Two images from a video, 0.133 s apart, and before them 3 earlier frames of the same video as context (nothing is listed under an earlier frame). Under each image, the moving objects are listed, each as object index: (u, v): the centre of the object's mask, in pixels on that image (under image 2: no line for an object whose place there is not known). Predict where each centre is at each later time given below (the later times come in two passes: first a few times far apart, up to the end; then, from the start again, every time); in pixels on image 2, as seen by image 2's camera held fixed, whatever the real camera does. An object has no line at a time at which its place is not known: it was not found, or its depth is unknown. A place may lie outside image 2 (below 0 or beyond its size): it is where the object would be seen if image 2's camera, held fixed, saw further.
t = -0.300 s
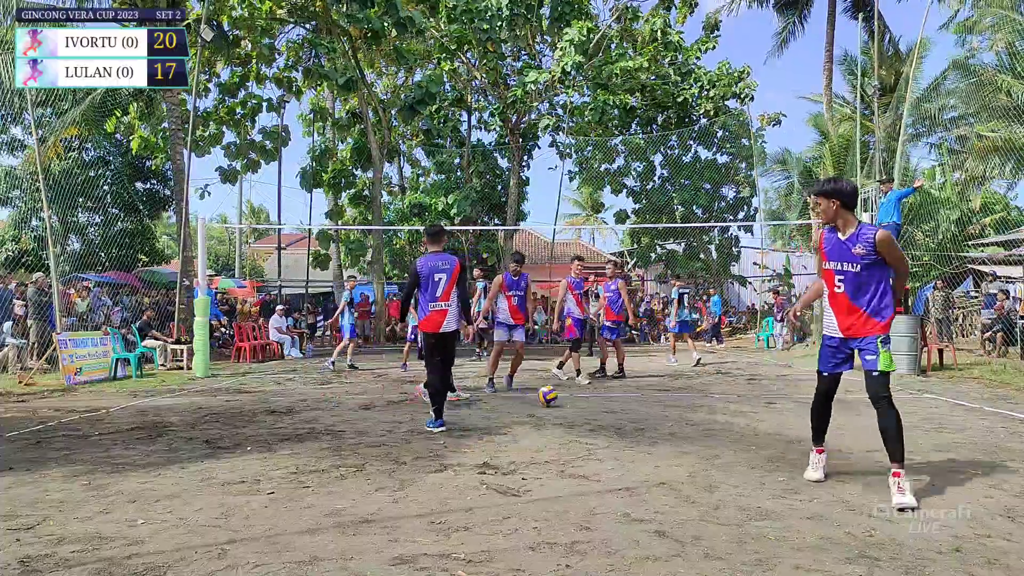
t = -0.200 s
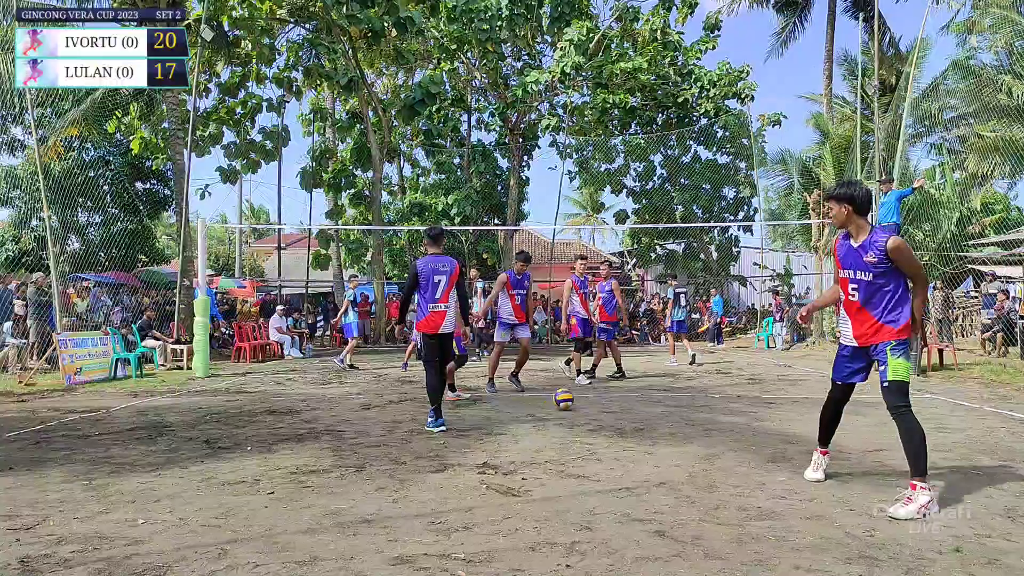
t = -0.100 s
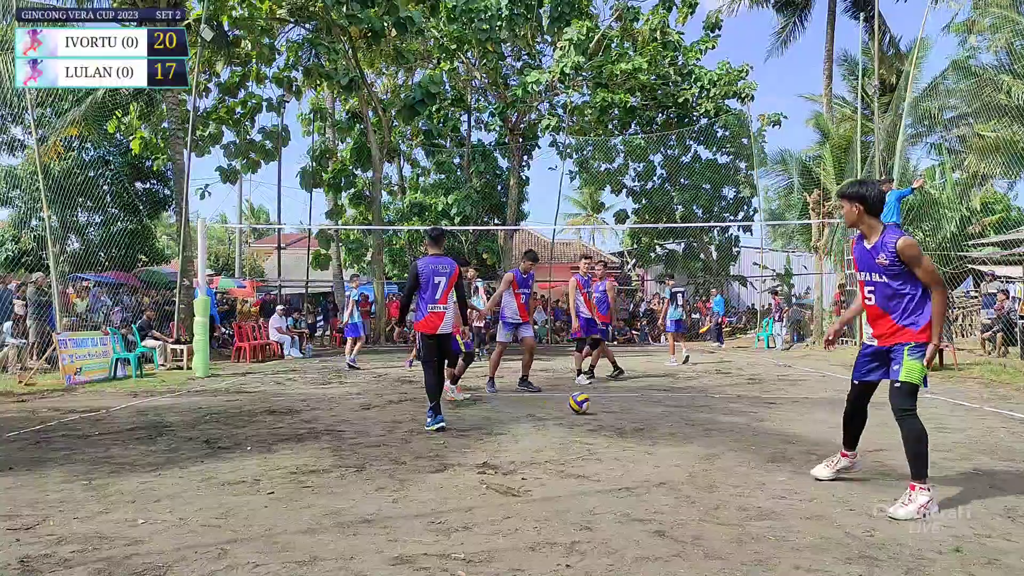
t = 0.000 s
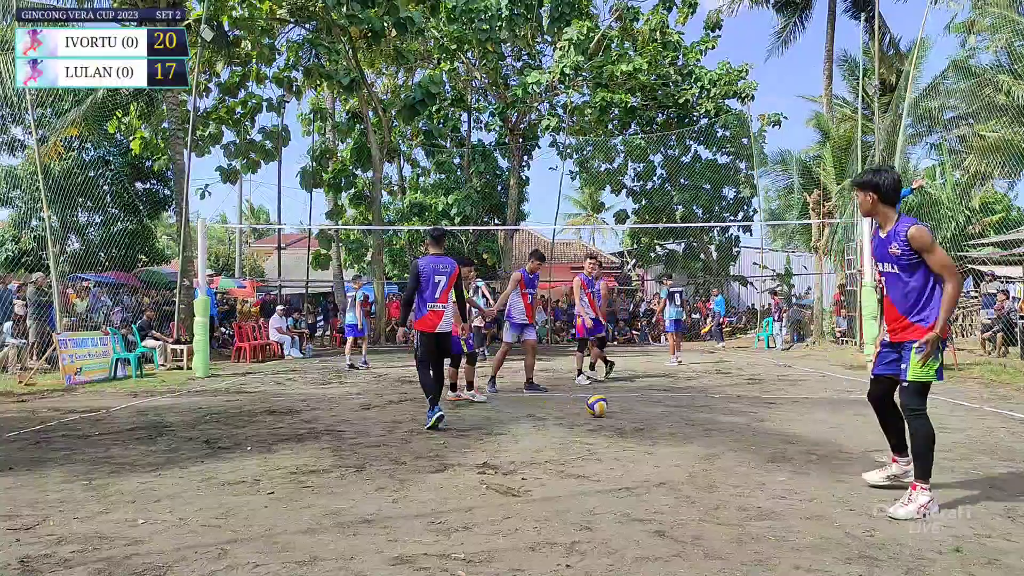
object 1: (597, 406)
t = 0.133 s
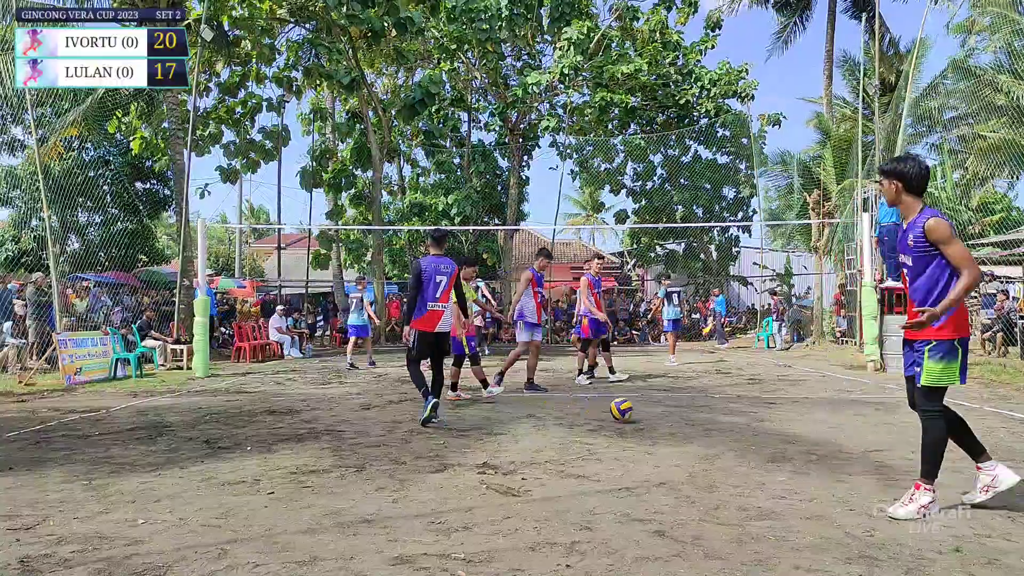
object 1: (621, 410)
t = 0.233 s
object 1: (641, 414)
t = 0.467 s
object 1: (692, 423)
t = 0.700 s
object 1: (749, 433)
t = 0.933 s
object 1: (818, 447)
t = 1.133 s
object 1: (884, 455)
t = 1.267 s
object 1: (931, 462)
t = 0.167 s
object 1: (628, 410)
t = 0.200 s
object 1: (634, 411)
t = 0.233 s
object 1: (641, 414)
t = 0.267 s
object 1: (648, 416)
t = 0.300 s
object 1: (655, 416)
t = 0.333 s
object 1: (662, 418)
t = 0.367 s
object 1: (669, 419)
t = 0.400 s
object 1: (676, 420)
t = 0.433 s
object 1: (684, 421)
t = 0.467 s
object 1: (692, 423)
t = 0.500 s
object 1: (699, 422)
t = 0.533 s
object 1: (707, 423)
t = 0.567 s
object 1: (715, 427)
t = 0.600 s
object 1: (723, 427)
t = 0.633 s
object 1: (731, 428)
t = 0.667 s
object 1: (740, 430)
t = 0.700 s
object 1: (749, 433)
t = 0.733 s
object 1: (759, 435)
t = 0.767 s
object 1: (768, 436)
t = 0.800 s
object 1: (778, 437)
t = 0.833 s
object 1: (787, 438)
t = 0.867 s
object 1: (797, 440)
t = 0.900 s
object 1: (808, 444)
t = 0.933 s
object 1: (818, 447)
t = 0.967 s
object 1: (828, 446)
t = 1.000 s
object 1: (839, 446)
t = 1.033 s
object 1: (850, 448)
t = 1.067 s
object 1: (862, 453)
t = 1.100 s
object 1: (873, 458)
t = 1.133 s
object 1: (884, 455)
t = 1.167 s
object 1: (895, 453)
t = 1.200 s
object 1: (907, 455)
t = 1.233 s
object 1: (919, 457)
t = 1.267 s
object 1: (931, 462)
